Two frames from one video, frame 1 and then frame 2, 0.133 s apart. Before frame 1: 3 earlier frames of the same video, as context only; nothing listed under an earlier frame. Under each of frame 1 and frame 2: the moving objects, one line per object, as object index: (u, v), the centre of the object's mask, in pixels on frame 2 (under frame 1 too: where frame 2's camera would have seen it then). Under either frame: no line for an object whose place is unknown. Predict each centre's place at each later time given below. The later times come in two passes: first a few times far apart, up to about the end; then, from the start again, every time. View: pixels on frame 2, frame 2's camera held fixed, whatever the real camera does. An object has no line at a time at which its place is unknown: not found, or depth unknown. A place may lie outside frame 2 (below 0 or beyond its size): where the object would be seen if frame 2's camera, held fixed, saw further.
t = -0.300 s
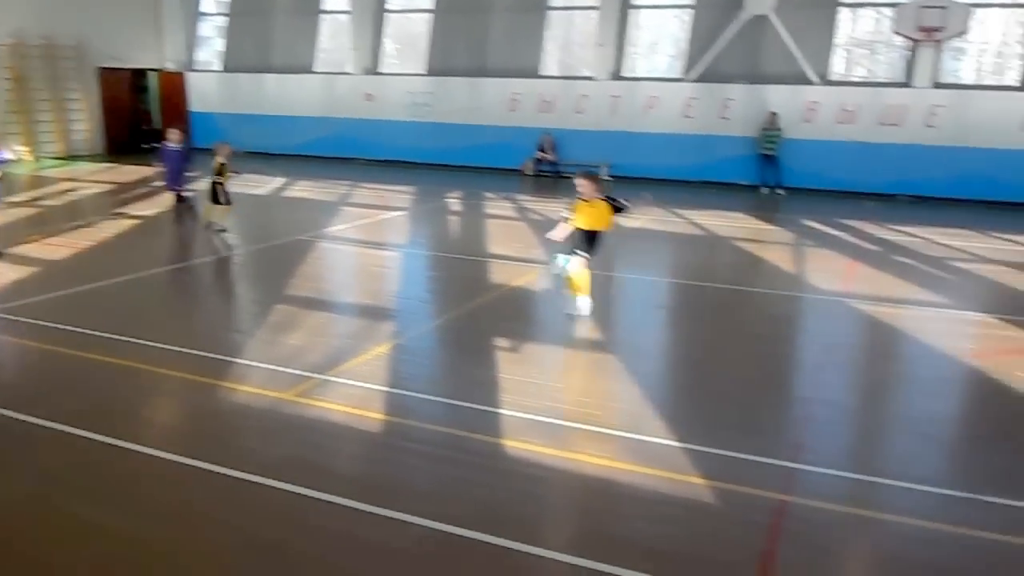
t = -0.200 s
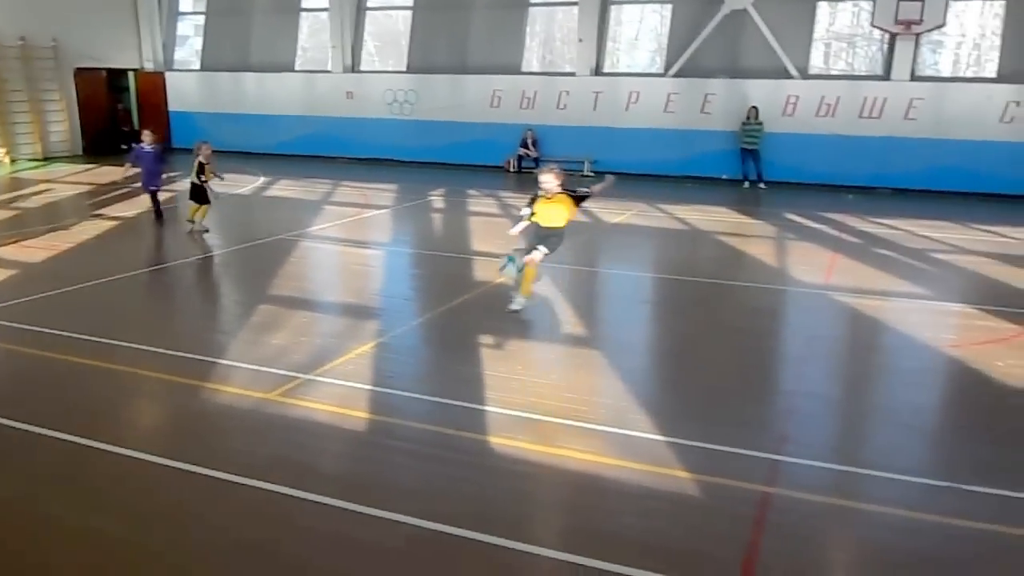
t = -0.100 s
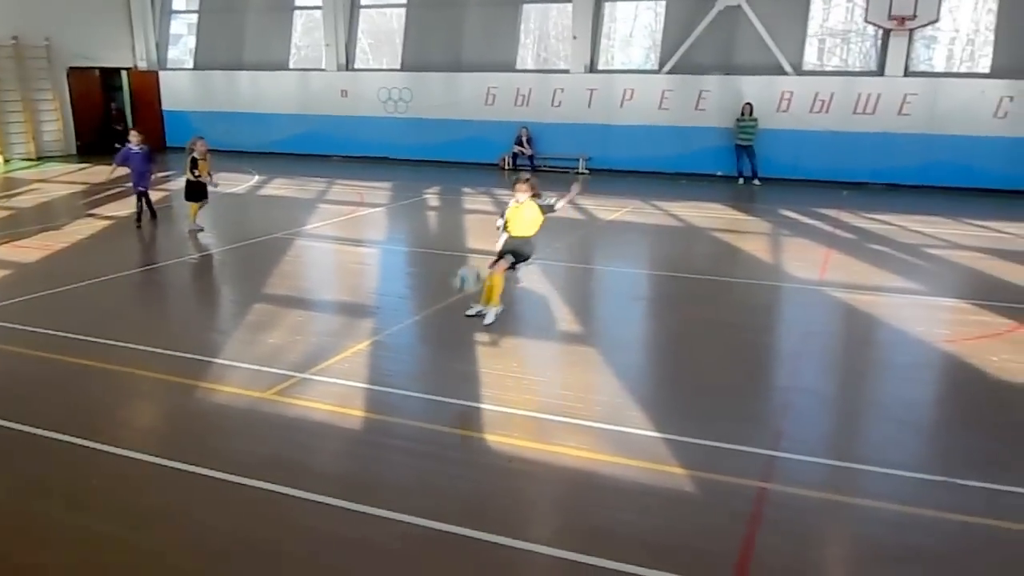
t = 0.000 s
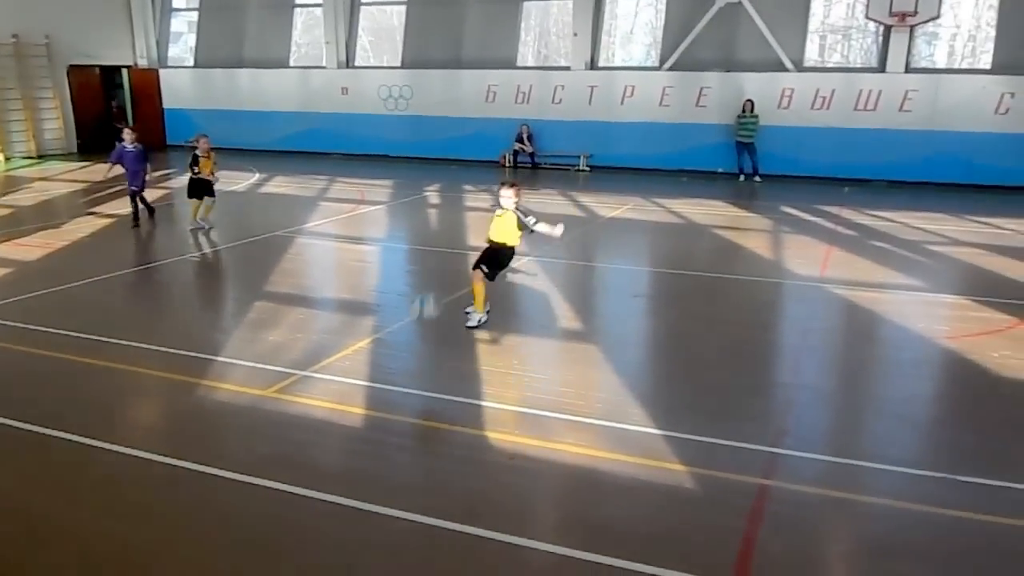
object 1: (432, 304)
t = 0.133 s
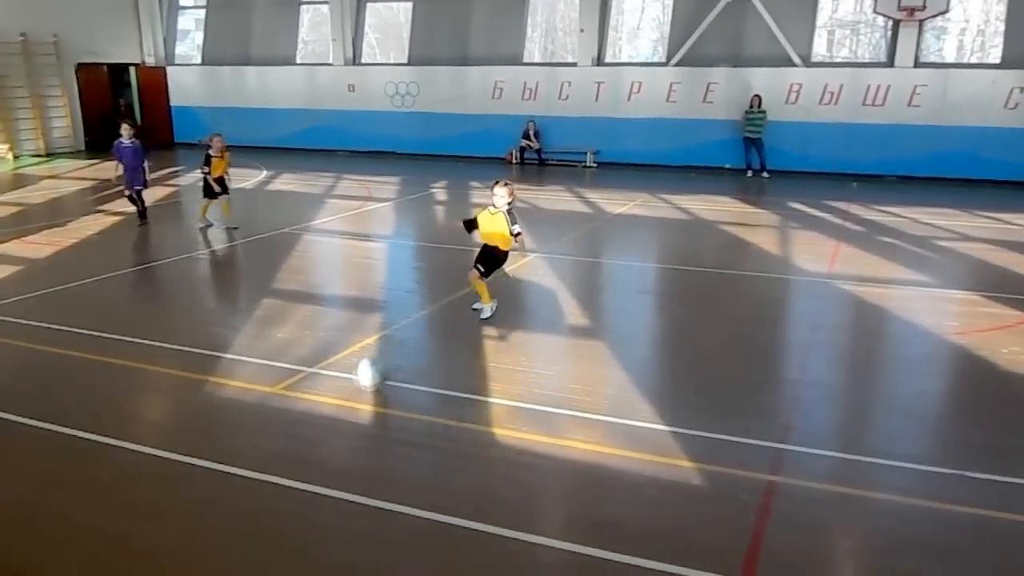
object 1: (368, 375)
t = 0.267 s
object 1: (339, 356)
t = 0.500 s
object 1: (278, 386)
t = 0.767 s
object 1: (186, 489)
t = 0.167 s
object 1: (361, 371)
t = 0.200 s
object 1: (354, 364)
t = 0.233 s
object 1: (347, 359)
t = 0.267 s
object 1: (339, 356)
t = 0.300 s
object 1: (331, 354)
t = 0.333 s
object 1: (323, 355)
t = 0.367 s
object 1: (314, 357)
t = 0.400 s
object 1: (305, 362)
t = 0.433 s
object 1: (296, 367)
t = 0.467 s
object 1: (288, 376)
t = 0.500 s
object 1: (278, 386)
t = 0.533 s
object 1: (269, 397)
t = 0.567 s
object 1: (257, 412)
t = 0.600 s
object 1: (248, 431)
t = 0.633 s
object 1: (238, 452)
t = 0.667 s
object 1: (229, 477)
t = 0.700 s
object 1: (217, 498)
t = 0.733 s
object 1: (201, 491)
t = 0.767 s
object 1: (186, 489)
